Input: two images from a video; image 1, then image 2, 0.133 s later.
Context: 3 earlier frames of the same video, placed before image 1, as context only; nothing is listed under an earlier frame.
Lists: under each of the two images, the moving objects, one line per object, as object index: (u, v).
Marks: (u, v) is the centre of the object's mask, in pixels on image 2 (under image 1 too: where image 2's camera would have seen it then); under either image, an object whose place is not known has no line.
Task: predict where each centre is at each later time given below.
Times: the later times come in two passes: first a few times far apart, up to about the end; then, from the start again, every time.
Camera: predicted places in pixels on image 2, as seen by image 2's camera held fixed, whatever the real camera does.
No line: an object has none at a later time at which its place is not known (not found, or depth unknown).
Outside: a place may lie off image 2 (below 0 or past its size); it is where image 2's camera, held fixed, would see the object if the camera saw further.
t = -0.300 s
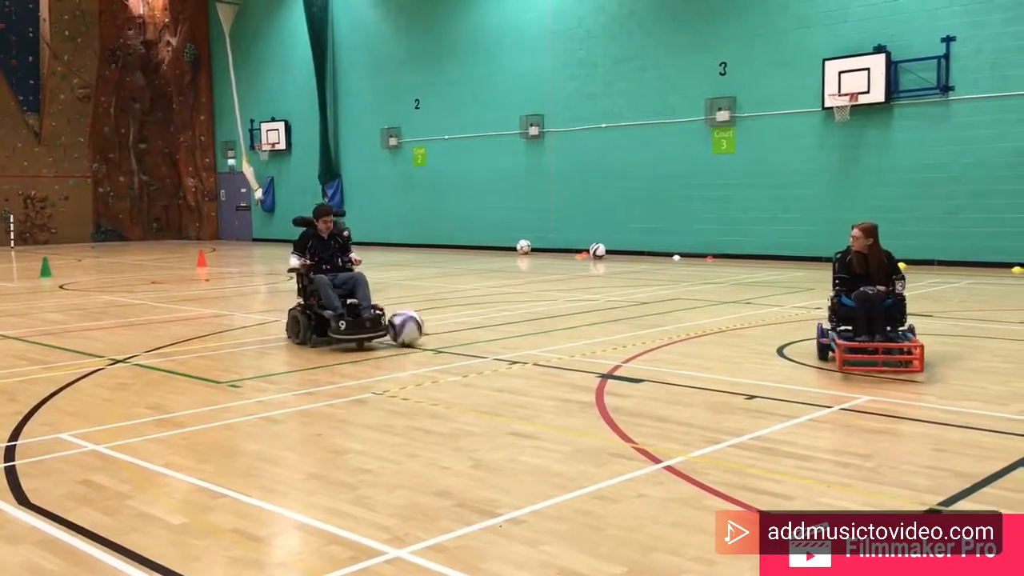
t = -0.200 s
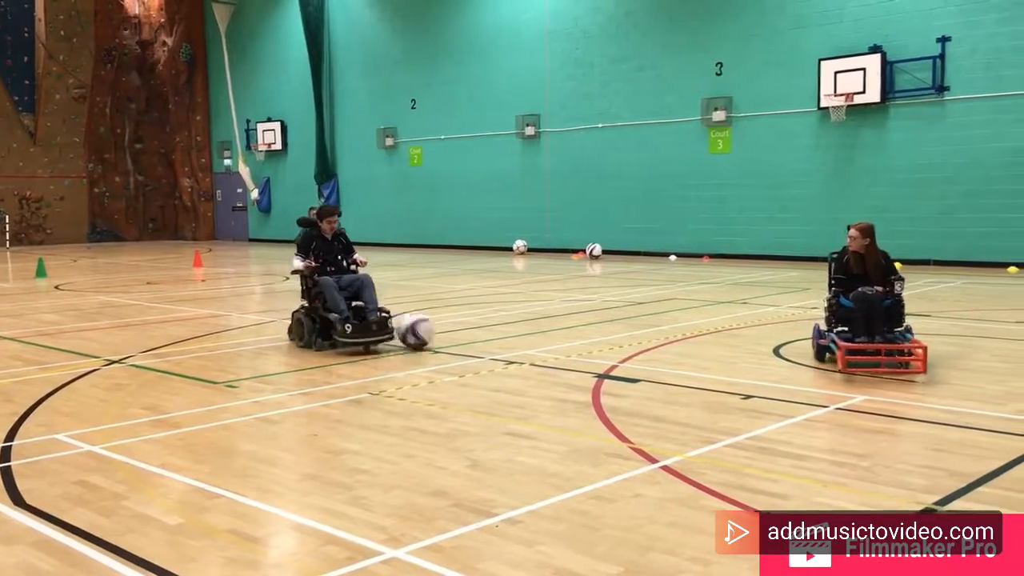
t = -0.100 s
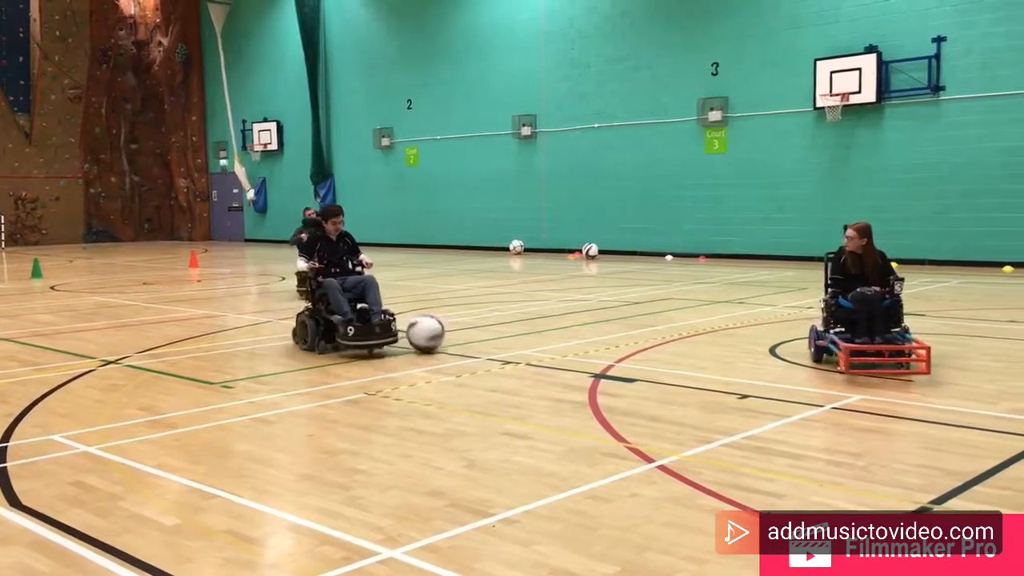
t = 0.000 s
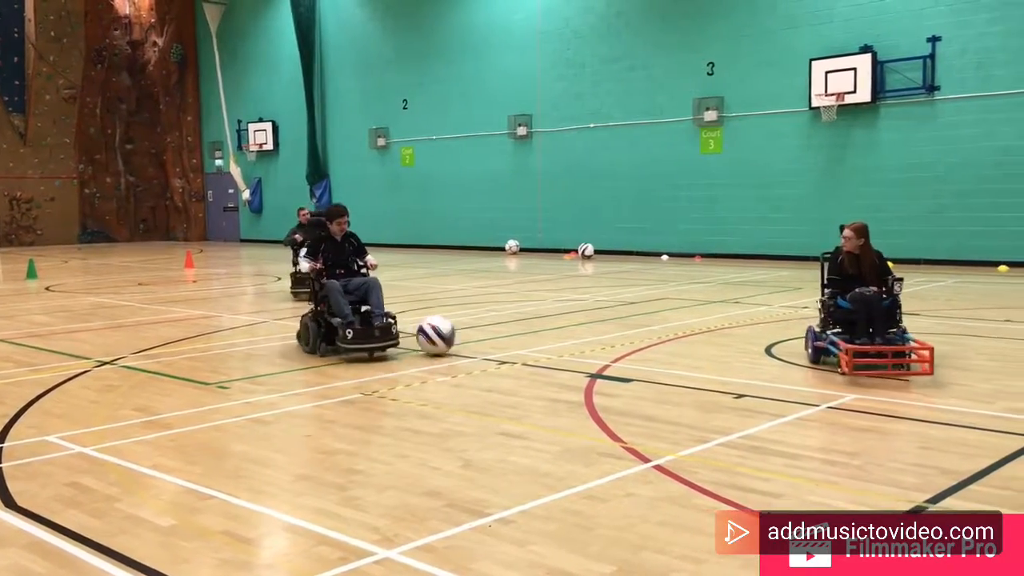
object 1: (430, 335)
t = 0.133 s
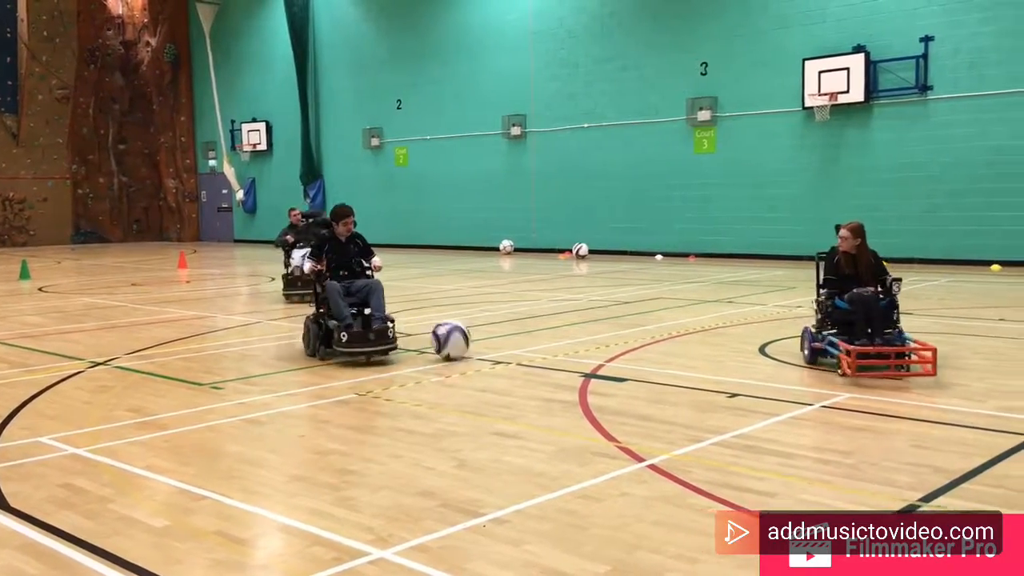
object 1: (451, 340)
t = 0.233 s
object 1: (466, 342)
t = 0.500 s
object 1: (509, 350)
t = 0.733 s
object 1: (551, 359)
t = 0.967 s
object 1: (596, 369)
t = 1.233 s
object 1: (654, 381)
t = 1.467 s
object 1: (710, 394)
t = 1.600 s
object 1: (746, 402)
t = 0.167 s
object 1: (456, 341)
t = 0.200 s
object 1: (461, 342)
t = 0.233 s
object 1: (466, 342)
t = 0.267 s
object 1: (471, 343)
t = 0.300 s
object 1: (476, 344)
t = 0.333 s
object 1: (482, 346)
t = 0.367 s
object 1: (487, 346)
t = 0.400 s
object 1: (492, 347)
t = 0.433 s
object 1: (498, 349)
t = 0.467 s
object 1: (503, 350)
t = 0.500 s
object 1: (509, 350)
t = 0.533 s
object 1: (515, 352)
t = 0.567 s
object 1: (521, 353)
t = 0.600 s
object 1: (528, 354)
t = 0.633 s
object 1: (534, 356)
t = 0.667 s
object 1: (539, 357)
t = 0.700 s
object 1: (545, 358)
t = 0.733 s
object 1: (551, 359)
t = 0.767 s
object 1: (557, 361)
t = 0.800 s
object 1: (563, 362)
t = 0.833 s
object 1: (570, 364)
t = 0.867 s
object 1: (576, 365)
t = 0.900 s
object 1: (583, 366)
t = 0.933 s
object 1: (589, 367)
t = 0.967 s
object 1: (596, 369)
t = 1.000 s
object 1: (603, 370)
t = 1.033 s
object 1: (610, 372)
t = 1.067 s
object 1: (618, 373)
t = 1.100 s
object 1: (626, 375)
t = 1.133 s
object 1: (632, 377)
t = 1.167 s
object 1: (640, 378)
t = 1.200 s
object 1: (647, 380)
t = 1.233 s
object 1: (654, 381)
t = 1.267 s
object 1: (661, 383)
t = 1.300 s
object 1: (669, 385)
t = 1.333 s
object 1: (677, 386)
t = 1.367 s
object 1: (685, 388)
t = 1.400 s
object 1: (693, 389)
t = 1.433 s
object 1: (701, 391)
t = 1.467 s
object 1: (710, 394)
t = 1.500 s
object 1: (719, 396)
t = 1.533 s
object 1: (728, 398)
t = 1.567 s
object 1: (737, 401)
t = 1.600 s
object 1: (746, 402)
